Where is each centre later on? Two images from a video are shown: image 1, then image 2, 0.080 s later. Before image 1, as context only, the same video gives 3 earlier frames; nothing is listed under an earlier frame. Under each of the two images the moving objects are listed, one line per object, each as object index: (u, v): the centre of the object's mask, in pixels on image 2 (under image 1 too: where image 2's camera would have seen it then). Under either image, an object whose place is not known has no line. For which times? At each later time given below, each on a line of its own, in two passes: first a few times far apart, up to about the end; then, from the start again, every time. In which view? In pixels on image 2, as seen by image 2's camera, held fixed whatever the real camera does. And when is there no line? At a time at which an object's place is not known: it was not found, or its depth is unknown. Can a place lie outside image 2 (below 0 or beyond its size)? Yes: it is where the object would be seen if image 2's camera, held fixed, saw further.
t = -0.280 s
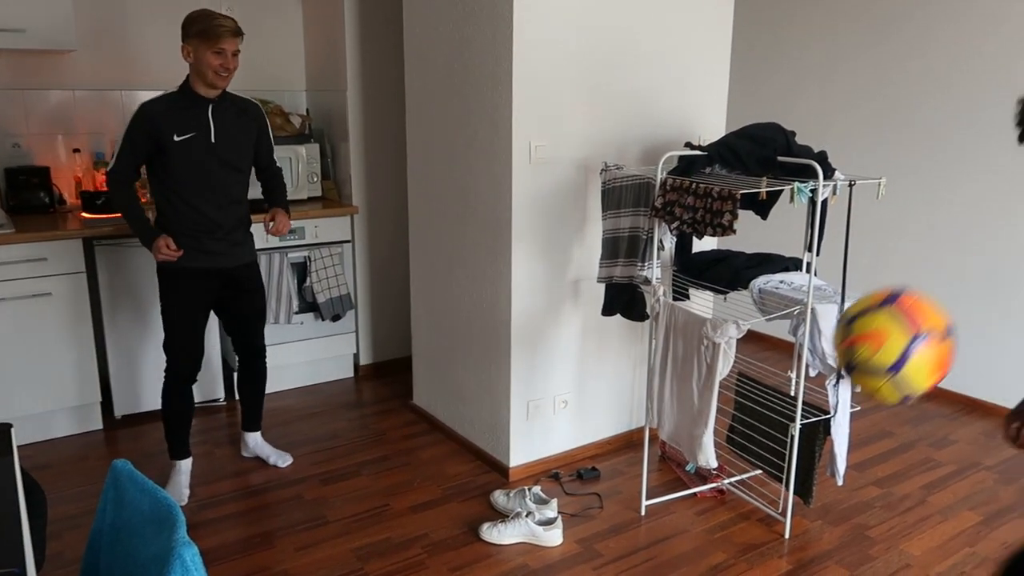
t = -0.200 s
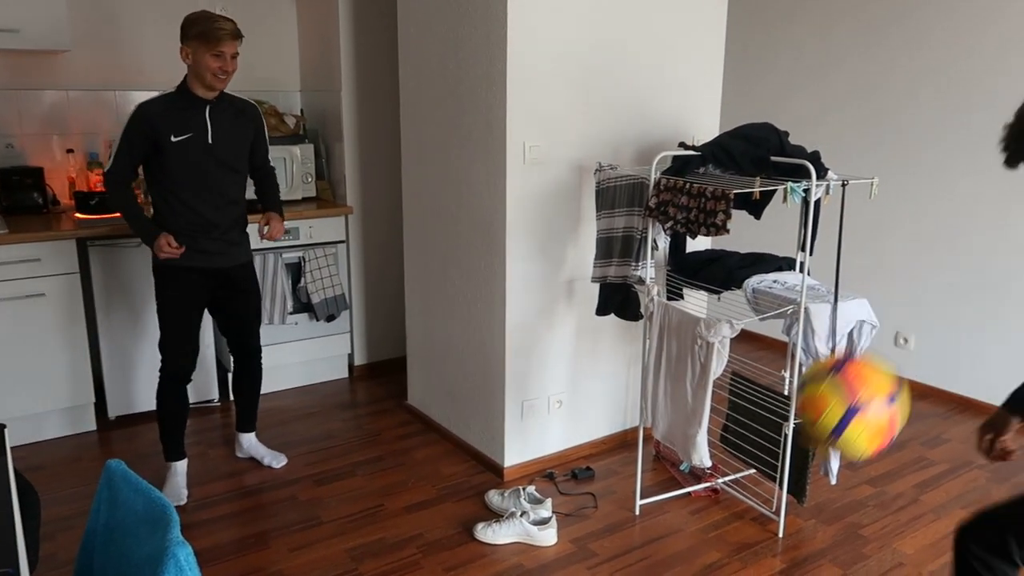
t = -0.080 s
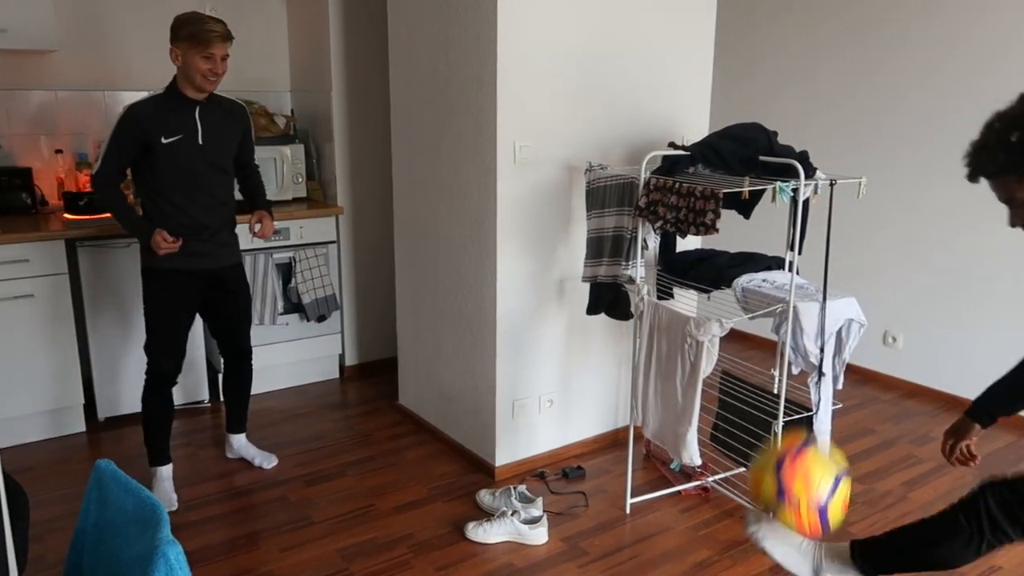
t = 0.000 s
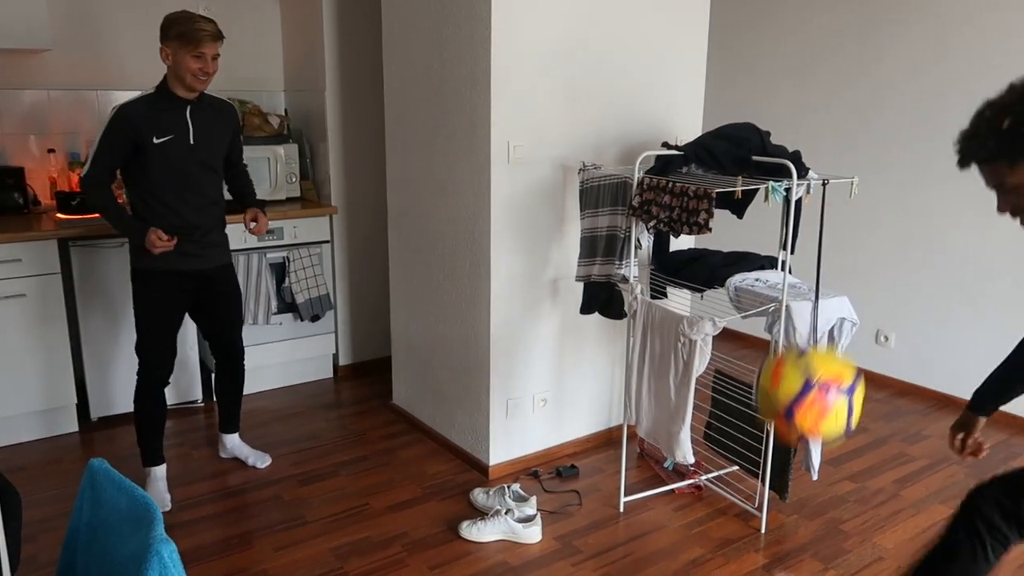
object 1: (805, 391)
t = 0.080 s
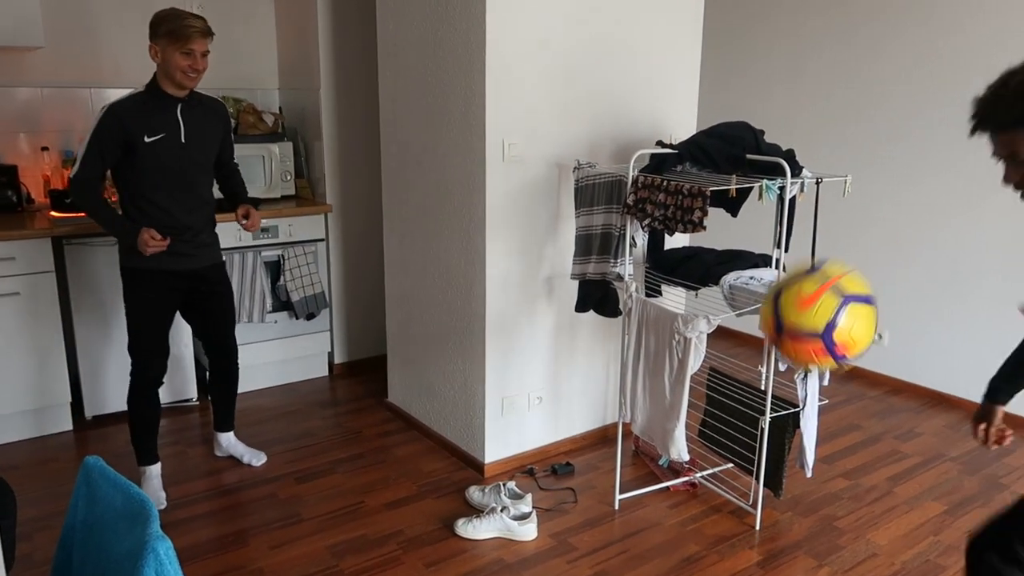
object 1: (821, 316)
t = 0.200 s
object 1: (841, 244)
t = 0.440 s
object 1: (871, 324)
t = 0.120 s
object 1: (828, 285)
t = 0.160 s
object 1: (835, 261)
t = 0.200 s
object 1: (841, 244)
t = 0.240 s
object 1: (847, 234)
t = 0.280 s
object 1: (852, 232)
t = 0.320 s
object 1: (857, 239)
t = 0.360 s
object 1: (863, 255)
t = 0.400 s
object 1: (867, 282)
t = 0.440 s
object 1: (871, 324)
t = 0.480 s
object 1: (874, 375)
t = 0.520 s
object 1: (873, 444)
